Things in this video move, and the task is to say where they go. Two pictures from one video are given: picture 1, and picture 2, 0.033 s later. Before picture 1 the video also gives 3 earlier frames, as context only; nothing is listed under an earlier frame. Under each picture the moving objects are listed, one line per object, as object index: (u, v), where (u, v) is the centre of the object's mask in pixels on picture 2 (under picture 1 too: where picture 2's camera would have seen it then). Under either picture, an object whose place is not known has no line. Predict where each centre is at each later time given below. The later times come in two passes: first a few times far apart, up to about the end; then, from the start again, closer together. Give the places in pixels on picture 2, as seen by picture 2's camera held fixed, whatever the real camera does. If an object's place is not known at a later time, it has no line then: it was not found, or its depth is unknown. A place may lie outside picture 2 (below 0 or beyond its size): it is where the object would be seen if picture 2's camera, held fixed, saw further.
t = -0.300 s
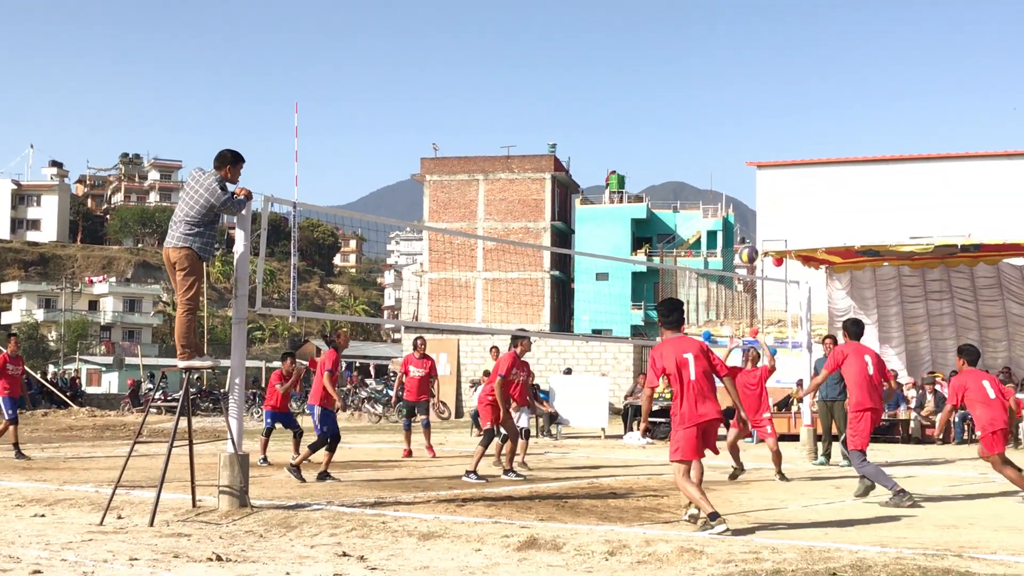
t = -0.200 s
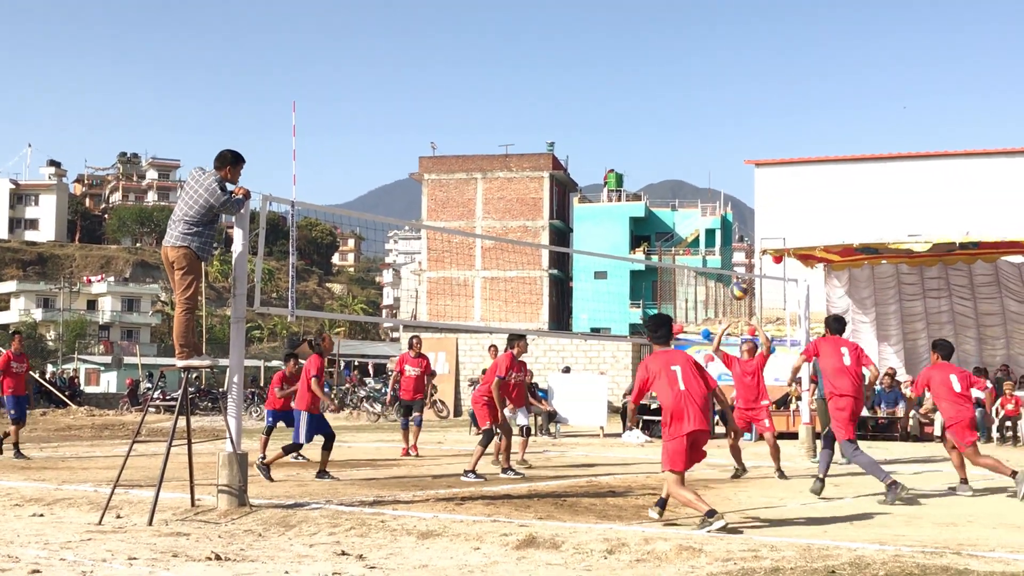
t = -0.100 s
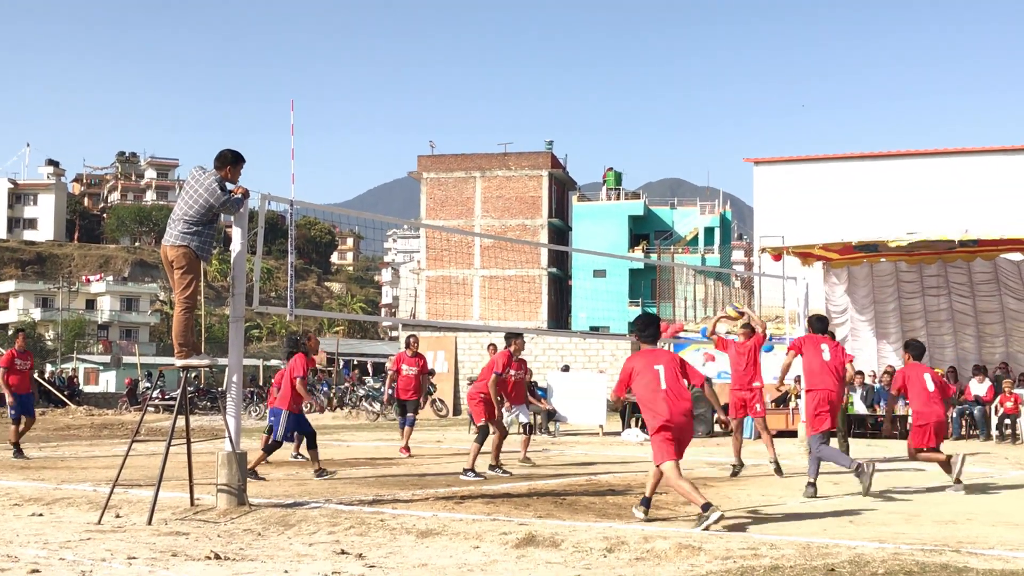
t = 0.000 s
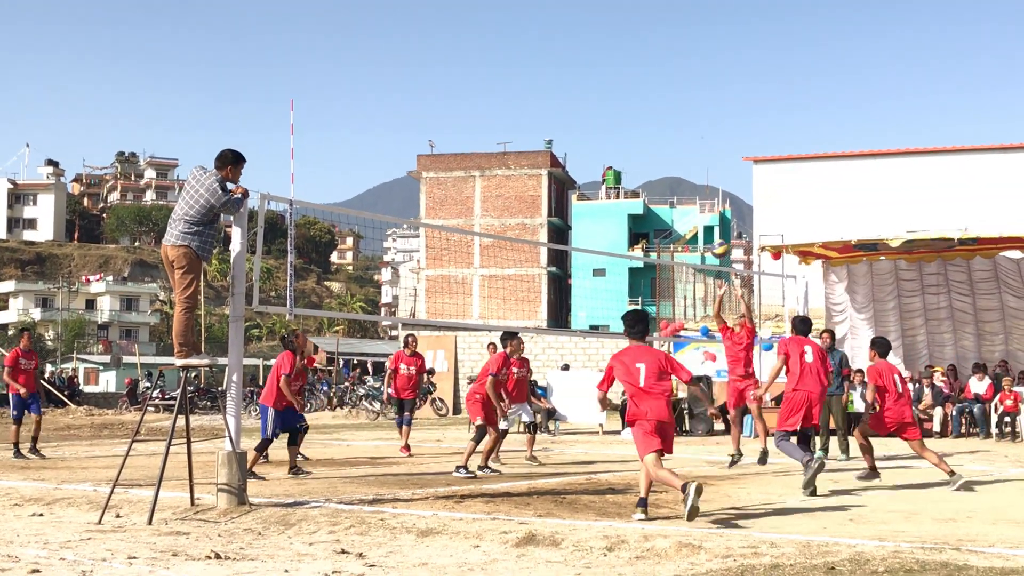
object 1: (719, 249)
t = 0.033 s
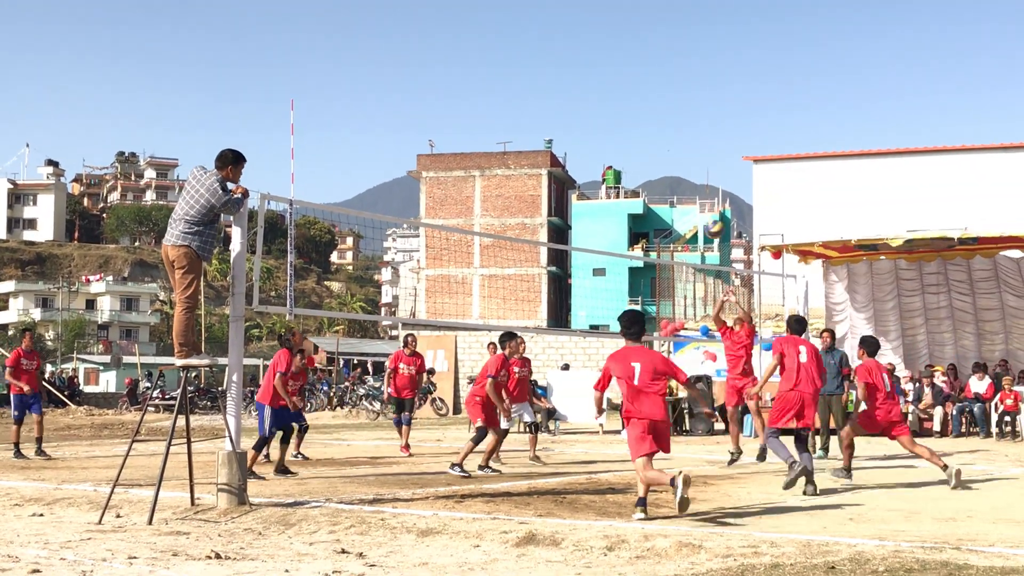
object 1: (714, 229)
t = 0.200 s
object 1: (686, 143)
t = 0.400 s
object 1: (652, 70)
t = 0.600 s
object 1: (621, 33)
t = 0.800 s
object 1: (591, 32)
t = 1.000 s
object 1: (561, 71)
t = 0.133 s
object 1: (697, 175)
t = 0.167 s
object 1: (691, 159)
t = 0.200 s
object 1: (686, 143)
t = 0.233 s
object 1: (680, 129)
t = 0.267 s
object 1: (675, 115)
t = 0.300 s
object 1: (669, 102)
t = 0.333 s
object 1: (663, 90)
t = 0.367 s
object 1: (658, 80)
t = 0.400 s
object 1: (652, 70)
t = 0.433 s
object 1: (647, 61)
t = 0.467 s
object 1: (641, 53)
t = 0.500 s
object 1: (636, 47)
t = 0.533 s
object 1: (631, 41)
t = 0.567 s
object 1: (626, 36)
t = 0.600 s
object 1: (621, 33)
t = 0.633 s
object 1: (616, 30)
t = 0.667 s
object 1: (611, 28)
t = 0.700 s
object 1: (606, 27)
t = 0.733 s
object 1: (601, 28)
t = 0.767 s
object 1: (596, 29)
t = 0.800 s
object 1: (591, 32)
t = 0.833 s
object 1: (586, 35)
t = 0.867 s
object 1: (581, 40)
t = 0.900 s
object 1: (576, 46)
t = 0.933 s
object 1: (571, 53)
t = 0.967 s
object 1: (566, 61)
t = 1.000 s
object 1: (561, 71)
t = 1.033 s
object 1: (556, 81)
